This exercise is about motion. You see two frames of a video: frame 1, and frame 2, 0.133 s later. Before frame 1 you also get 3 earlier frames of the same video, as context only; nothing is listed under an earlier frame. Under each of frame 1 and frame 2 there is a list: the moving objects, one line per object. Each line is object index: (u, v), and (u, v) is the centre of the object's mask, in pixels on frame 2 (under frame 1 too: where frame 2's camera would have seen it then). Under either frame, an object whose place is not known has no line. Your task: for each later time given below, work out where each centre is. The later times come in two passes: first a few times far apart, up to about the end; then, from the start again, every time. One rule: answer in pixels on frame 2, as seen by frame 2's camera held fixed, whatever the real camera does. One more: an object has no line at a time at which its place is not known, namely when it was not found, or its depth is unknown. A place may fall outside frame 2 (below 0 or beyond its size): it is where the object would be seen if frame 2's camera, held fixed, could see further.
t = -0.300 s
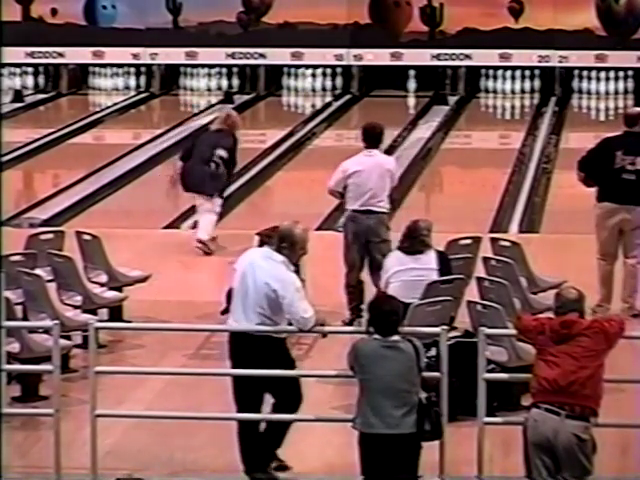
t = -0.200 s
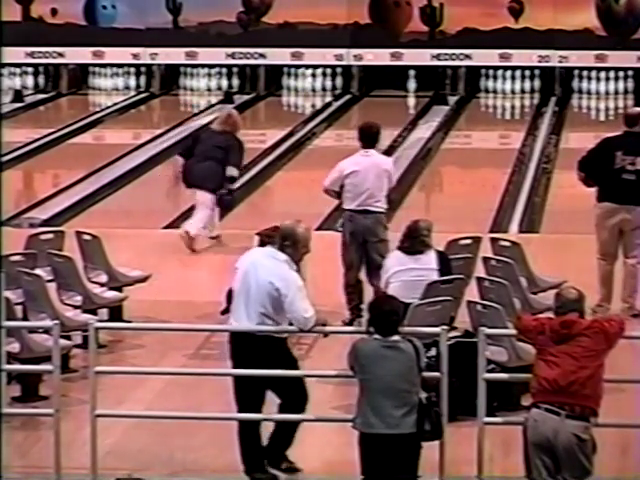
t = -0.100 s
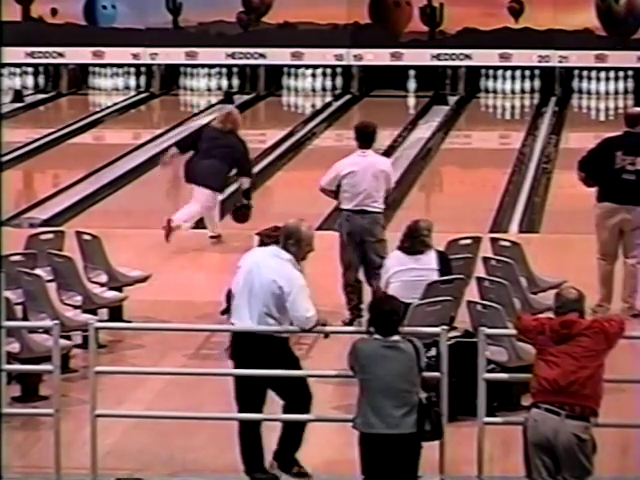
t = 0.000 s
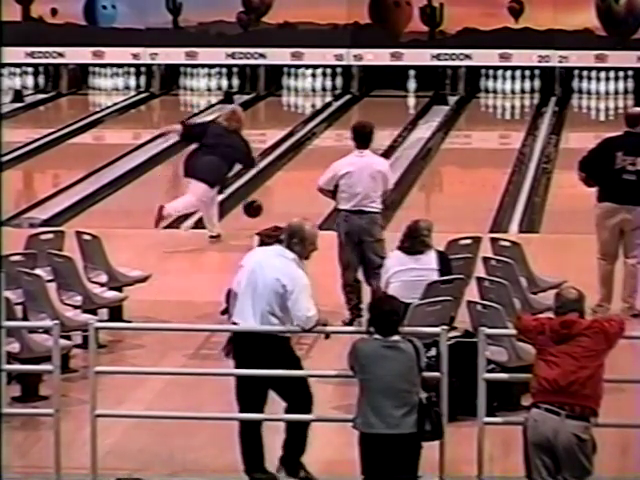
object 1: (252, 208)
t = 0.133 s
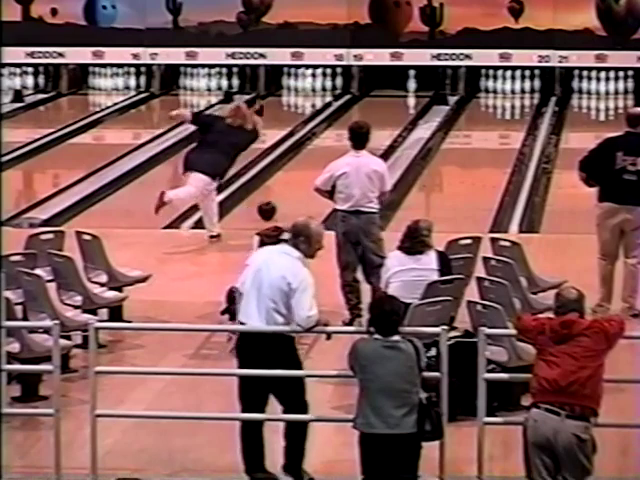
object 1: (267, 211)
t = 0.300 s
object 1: (283, 198)
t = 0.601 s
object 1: (309, 178)
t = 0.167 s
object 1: (270, 208)
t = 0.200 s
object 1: (274, 206)
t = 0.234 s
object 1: (277, 203)
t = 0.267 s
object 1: (280, 201)
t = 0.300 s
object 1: (283, 198)
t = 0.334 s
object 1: (286, 196)
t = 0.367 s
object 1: (289, 194)
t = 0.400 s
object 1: (292, 191)
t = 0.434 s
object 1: (295, 189)
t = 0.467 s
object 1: (298, 186)
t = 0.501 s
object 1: (301, 184)
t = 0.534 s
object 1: (304, 182)
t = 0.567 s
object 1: (307, 180)
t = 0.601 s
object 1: (309, 178)
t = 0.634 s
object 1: (310, 176)
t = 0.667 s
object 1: (313, 174)
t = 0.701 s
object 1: (316, 171)
